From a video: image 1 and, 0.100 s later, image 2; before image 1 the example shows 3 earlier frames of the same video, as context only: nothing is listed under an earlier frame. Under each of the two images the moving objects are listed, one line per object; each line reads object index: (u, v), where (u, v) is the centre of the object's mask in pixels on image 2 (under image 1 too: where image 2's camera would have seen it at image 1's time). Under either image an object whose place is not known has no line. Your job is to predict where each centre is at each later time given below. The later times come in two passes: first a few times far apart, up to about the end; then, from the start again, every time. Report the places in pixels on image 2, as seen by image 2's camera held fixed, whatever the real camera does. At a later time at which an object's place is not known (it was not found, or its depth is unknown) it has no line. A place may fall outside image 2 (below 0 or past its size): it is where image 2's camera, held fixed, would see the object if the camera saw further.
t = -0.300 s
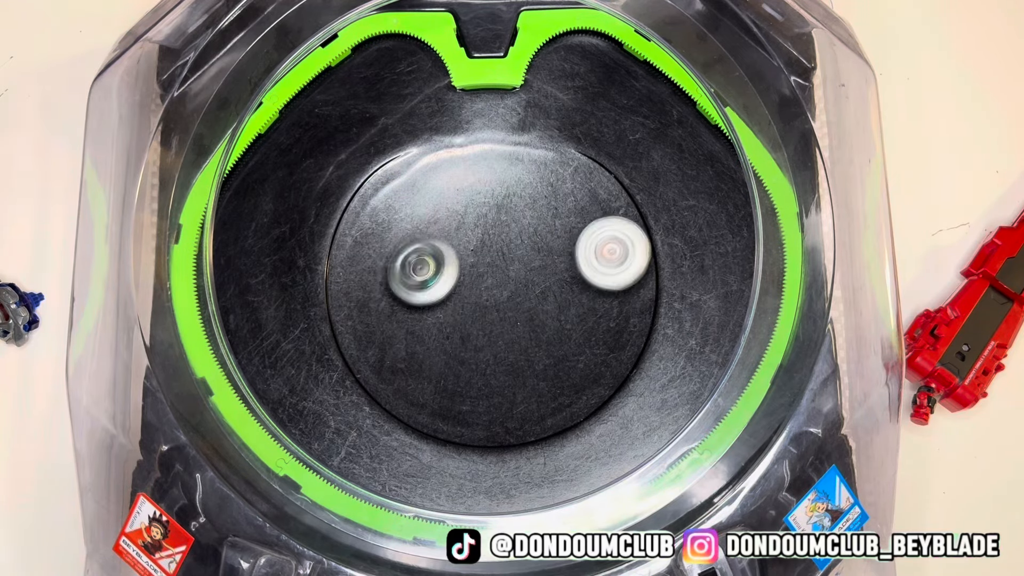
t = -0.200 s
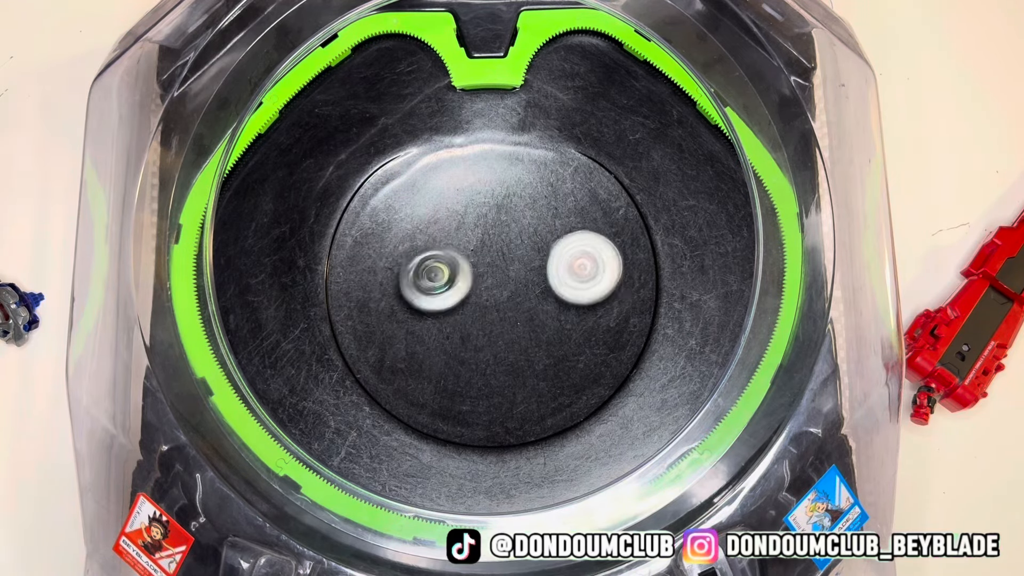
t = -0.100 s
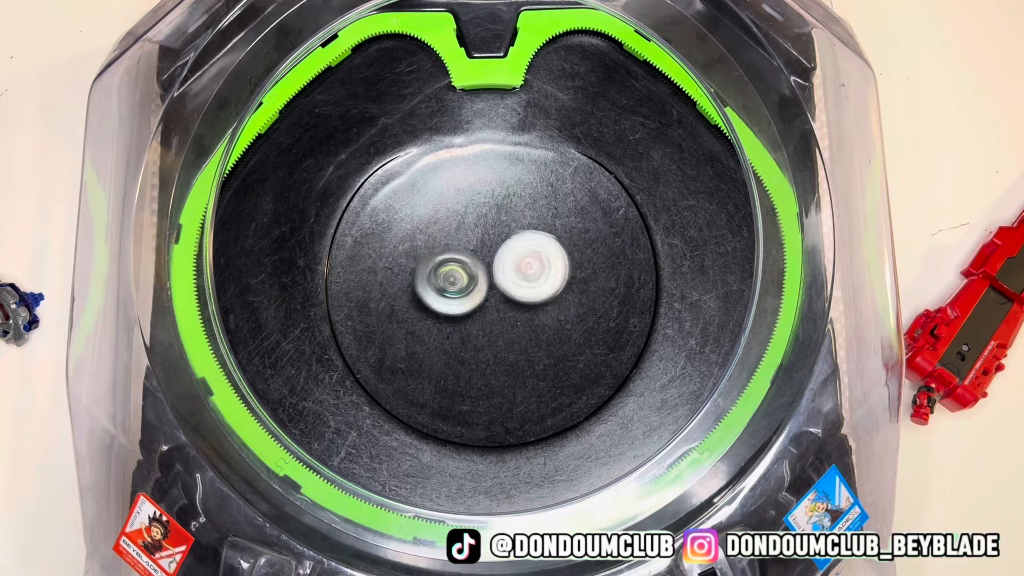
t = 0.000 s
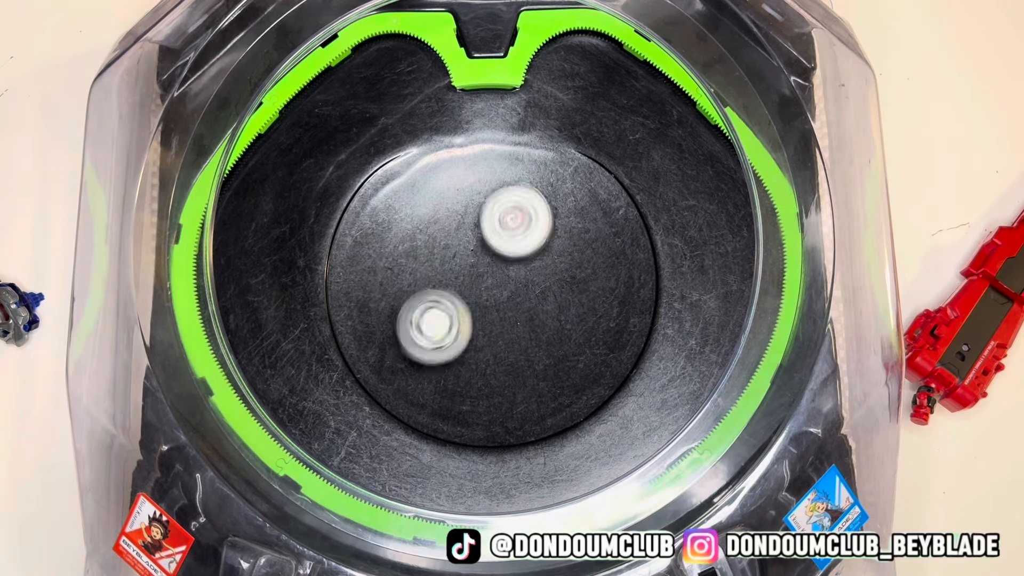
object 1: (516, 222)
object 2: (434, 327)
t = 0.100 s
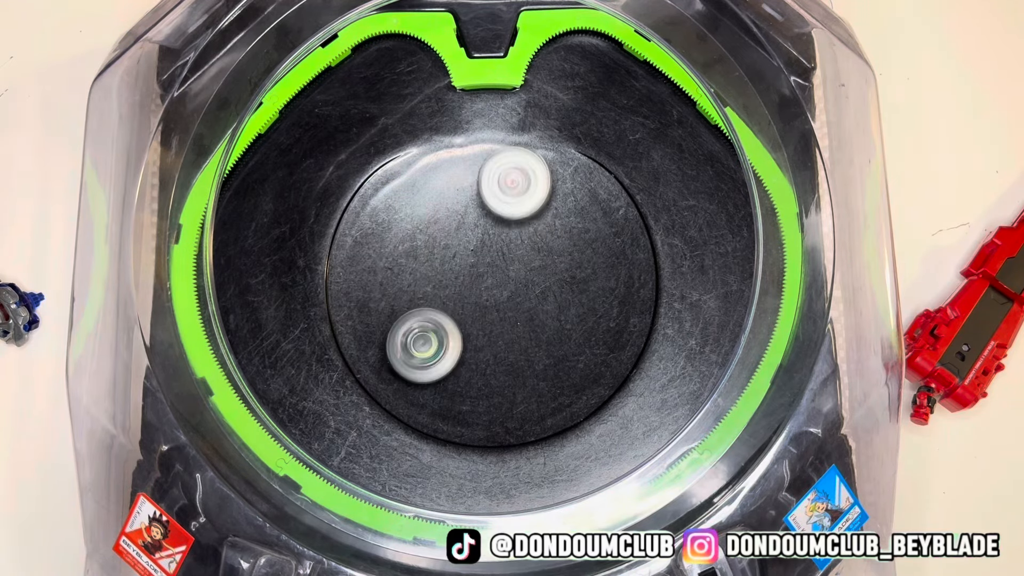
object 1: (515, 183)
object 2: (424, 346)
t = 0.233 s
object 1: (520, 166)
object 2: (432, 337)
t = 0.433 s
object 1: (492, 217)
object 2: (463, 324)
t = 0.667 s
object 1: (394, 252)
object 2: (501, 349)
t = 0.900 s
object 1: (355, 237)
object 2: (513, 342)
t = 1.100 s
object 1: (426, 268)
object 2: (498, 305)
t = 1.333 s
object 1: (331, 255)
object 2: (717, 316)
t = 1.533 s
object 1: (390, 233)
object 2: (740, 320)
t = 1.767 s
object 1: (479, 228)
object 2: (706, 321)
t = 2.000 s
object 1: (554, 203)
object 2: (629, 280)
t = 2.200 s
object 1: (574, 147)
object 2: (530, 317)
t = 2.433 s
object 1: (517, 167)
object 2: (432, 315)
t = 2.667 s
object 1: (486, 241)
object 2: (427, 274)
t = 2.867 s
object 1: (526, 293)
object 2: (449, 229)
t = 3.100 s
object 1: (562, 282)
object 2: (513, 225)
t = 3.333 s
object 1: (565, 297)
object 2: (518, 227)
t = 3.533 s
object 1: (535, 343)
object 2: (487, 233)
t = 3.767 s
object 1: (532, 362)
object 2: (460, 253)
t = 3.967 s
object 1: (548, 330)
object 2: (475, 257)
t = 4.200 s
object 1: (513, 300)
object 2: (466, 254)
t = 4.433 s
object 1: (487, 321)
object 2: (472, 256)
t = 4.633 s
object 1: (504, 359)
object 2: (471, 256)
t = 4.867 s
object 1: (549, 358)
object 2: (474, 256)
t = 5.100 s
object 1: (539, 306)
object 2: (475, 256)
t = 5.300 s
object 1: (512, 299)
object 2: (465, 252)
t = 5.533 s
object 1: (464, 329)
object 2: (464, 252)
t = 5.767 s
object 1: (434, 335)
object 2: (460, 253)
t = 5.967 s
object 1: (453, 302)
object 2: (460, 246)
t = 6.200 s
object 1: (488, 313)
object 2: (462, 229)
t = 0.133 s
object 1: (516, 175)
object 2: (424, 345)
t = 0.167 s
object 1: (517, 168)
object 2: (425, 342)
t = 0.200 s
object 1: (519, 165)
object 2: (428, 340)
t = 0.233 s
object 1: (520, 166)
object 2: (432, 337)
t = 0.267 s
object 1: (521, 168)
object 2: (437, 334)
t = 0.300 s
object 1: (519, 175)
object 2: (442, 331)
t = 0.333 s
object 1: (516, 183)
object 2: (448, 328)
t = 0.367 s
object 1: (509, 194)
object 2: (453, 327)
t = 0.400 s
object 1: (502, 204)
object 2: (458, 325)
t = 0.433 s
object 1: (492, 217)
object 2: (463, 324)
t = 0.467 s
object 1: (482, 227)
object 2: (466, 323)
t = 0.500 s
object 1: (469, 239)
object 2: (468, 323)
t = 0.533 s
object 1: (457, 248)
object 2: (469, 323)
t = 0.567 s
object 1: (443, 255)
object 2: (471, 325)
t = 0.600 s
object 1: (423, 254)
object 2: (482, 335)
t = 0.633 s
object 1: (407, 254)
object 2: (492, 344)
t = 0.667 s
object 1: (394, 252)
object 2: (501, 349)
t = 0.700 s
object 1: (381, 249)
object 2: (507, 352)
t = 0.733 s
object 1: (370, 247)
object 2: (512, 353)
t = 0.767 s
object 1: (361, 244)
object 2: (515, 353)
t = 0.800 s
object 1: (354, 242)
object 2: (517, 352)
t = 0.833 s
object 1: (350, 239)
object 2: (516, 349)
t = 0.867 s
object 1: (350, 238)
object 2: (515, 346)
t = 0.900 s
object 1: (355, 237)
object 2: (513, 342)
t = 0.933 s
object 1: (361, 239)
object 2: (511, 336)
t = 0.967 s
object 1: (371, 241)
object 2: (508, 331)
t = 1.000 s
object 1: (383, 245)
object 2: (505, 325)
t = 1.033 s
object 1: (398, 251)
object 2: (502, 318)
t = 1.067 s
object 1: (413, 259)
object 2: (500, 312)
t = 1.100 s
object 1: (426, 268)
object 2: (498, 305)
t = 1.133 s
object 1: (406, 266)
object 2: (533, 309)
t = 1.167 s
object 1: (379, 264)
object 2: (581, 313)
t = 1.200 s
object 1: (358, 262)
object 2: (622, 315)
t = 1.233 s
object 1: (342, 261)
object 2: (660, 317)
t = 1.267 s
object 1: (333, 260)
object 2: (685, 316)
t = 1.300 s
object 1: (329, 259)
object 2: (707, 317)
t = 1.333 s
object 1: (331, 255)
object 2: (717, 316)
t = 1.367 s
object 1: (335, 250)
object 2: (723, 315)
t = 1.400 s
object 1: (341, 244)
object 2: (739, 317)
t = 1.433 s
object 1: (350, 240)
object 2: (741, 318)
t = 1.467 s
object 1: (361, 236)
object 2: (741, 318)
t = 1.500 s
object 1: (375, 234)
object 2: (741, 319)
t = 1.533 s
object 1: (390, 233)
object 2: (740, 320)
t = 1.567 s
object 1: (405, 233)
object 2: (738, 321)
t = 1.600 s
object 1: (419, 233)
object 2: (735, 322)
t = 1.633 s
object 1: (432, 232)
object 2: (732, 323)
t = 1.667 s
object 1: (445, 233)
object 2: (726, 323)
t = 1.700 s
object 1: (456, 232)
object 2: (715, 321)
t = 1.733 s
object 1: (467, 230)
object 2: (711, 321)
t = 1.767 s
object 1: (479, 228)
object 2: (706, 321)
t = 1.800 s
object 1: (491, 226)
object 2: (699, 319)
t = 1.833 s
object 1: (502, 223)
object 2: (691, 315)
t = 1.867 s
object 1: (512, 220)
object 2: (684, 313)
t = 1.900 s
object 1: (523, 216)
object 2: (674, 306)
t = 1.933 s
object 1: (533, 212)
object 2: (663, 299)
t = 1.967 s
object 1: (543, 207)
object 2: (648, 290)
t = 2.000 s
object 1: (554, 203)
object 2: (629, 280)
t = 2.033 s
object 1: (565, 198)
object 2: (608, 270)
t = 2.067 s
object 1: (571, 189)
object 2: (590, 269)
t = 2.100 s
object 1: (573, 171)
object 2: (577, 285)
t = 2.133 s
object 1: (573, 159)
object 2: (562, 298)
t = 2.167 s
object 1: (574, 151)
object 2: (547, 309)
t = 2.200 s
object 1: (574, 147)
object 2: (530, 317)
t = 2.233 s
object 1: (571, 144)
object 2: (512, 324)
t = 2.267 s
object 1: (566, 144)
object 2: (495, 327)
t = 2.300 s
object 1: (558, 146)
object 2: (478, 329)
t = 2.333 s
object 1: (547, 148)
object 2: (464, 328)
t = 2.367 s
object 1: (536, 153)
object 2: (449, 324)
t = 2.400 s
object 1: (526, 159)
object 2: (440, 319)
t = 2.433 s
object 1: (517, 167)
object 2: (432, 315)
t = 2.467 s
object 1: (508, 176)
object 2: (427, 310)
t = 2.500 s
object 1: (501, 186)
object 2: (424, 303)
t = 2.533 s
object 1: (495, 198)
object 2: (421, 300)
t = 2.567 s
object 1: (490, 209)
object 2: (421, 293)
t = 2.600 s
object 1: (487, 220)
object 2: (422, 288)
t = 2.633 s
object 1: (486, 231)
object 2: (423, 281)
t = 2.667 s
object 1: (486, 241)
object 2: (427, 274)
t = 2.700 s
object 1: (488, 252)
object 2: (431, 267)
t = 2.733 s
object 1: (490, 261)
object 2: (436, 259)
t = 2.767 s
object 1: (501, 271)
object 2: (437, 253)
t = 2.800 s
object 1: (510, 281)
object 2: (440, 243)
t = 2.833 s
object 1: (519, 289)
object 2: (443, 236)
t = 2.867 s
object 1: (526, 293)
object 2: (449, 229)
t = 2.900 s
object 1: (532, 295)
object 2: (457, 223)
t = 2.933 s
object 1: (538, 296)
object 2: (464, 218)
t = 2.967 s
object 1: (544, 296)
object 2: (473, 215)
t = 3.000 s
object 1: (550, 295)
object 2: (482, 215)
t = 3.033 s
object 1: (554, 292)
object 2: (493, 218)
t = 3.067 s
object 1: (558, 287)
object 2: (503, 220)
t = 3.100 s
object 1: (562, 282)
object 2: (513, 225)
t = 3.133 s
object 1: (571, 284)
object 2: (516, 223)
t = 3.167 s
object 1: (579, 290)
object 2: (514, 218)
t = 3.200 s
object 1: (583, 294)
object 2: (514, 216)
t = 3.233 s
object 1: (582, 296)
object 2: (514, 216)
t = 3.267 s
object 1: (579, 298)
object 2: (516, 219)
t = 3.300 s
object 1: (572, 299)
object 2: (517, 222)
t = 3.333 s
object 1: (565, 297)
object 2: (518, 227)
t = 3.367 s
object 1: (555, 297)
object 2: (516, 236)
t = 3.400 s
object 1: (550, 307)
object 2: (512, 235)
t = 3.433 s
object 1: (547, 321)
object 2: (506, 230)
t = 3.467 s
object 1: (542, 331)
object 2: (499, 230)
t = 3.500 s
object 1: (538, 338)
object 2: (494, 230)
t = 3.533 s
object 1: (535, 343)
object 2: (487, 233)
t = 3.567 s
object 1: (533, 347)
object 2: (483, 235)
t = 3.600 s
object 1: (531, 351)
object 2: (477, 241)
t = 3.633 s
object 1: (530, 355)
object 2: (471, 244)
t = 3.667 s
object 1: (529, 359)
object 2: (467, 246)
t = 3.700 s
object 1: (530, 361)
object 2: (463, 248)
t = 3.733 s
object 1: (530, 362)
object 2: (461, 251)
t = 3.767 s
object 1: (532, 362)
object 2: (460, 253)
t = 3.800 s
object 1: (534, 361)
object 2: (461, 255)
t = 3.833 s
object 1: (537, 358)
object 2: (462, 258)
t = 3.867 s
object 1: (541, 355)
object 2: (466, 260)
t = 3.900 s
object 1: (545, 348)
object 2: (471, 259)
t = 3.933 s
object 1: (547, 339)
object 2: (475, 258)
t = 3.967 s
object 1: (548, 330)
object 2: (475, 257)
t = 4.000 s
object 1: (545, 322)
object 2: (474, 257)
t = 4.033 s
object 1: (542, 315)
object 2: (472, 257)
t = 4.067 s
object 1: (537, 310)
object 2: (471, 256)
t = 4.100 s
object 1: (532, 305)
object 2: (469, 256)
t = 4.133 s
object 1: (525, 302)
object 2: (468, 256)
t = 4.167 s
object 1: (519, 300)
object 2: (467, 255)
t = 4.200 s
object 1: (513, 300)
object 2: (466, 254)
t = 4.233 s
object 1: (508, 301)
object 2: (466, 253)
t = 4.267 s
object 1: (505, 303)
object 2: (465, 253)
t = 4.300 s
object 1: (502, 304)
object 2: (465, 253)
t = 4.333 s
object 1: (498, 306)
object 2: (465, 253)
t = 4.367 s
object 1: (494, 309)
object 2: (467, 253)
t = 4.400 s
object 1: (490, 314)
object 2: (469, 254)
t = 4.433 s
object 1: (487, 321)
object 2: (472, 256)
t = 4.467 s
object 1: (486, 327)
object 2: (474, 257)
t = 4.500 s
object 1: (487, 335)
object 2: (475, 257)
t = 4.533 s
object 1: (489, 341)
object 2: (474, 256)
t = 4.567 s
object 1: (492, 348)
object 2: (473, 256)
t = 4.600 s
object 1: (497, 354)
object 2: (472, 256)
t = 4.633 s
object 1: (504, 359)
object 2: (471, 256)
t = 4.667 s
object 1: (512, 364)
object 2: (470, 256)
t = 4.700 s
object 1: (519, 366)
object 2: (470, 255)
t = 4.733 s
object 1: (527, 368)
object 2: (470, 256)
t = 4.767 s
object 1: (535, 367)
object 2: (471, 256)
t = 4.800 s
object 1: (541, 366)
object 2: (472, 256)
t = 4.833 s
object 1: (546, 363)
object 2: (473, 256)
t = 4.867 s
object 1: (549, 358)
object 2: (474, 256)
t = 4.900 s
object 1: (551, 353)
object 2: (475, 257)
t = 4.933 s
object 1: (552, 345)
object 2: (475, 257)
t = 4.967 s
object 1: (552, 338)
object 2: (475, 257)
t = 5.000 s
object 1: (551, 329)
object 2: (474, 256)
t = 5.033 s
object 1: (548, 321)
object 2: (474, 256)
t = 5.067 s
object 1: (544, 313)
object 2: (474, 256)
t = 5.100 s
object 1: (539, 306)
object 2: (475, 256)
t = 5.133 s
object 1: (533, 302)
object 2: (475, 257)
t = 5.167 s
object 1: (527, 298)
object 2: (474, 256)
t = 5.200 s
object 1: (521, 295)
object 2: (472, 254)
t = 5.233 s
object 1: (519, 298)
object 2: (470, 252)
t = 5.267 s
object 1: (516, 300)
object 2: (468, 251)
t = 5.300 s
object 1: (512, 299)
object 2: (465, 252)
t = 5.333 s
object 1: (506, 301)
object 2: (462, 252)
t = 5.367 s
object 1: (496, 305)
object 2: (459, 253)
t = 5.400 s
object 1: (488, 311)
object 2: (457, 254)
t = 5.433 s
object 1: (482, 316)
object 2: (458, 254)
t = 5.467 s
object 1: (476, 321)
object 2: (460, 254)
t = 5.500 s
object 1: (471, 324)
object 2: (462, 253)
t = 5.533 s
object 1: (464, 329)
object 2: (464, 252)
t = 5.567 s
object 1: (457, 335)
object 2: (466, 251)
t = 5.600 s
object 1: (451, 339)
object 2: (466, 251)
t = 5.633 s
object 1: (444, 341)
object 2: (464, 252)
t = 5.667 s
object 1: (440, 341)
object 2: (463, 252)
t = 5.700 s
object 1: (437, 340)
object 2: (462, 253)
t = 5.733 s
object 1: (434, 338)
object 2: (460, 253)
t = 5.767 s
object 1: (434, 335)
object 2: (460, 253)
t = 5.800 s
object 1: (433, 330)
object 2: (459, 253)
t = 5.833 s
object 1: (434, 326)
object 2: (459, 253)
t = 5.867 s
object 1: (437, 319)
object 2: (460, 253)
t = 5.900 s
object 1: (440, 312)
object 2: (461, 251)
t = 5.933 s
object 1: (445, 304)
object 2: (463, 249)
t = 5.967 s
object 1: (453, 302)
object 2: (460, 246)
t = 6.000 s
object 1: (461, 306)
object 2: (459, 243)
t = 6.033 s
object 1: (469, 316)
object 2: (458, 235)
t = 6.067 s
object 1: (476, 321)
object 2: (460, 231)
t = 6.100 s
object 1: (483, 322)
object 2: (462, 229)
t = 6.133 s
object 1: (488, 320)
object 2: (463, 229)
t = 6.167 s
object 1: (490, 316)
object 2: (463, 229)
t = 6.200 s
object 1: (488, 313)
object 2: (462, 229)
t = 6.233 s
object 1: (486, 306)
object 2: (461, 231)
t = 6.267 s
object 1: (485, 302)
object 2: (458, 234)
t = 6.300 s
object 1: (484, 295)
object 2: (454, 237)
